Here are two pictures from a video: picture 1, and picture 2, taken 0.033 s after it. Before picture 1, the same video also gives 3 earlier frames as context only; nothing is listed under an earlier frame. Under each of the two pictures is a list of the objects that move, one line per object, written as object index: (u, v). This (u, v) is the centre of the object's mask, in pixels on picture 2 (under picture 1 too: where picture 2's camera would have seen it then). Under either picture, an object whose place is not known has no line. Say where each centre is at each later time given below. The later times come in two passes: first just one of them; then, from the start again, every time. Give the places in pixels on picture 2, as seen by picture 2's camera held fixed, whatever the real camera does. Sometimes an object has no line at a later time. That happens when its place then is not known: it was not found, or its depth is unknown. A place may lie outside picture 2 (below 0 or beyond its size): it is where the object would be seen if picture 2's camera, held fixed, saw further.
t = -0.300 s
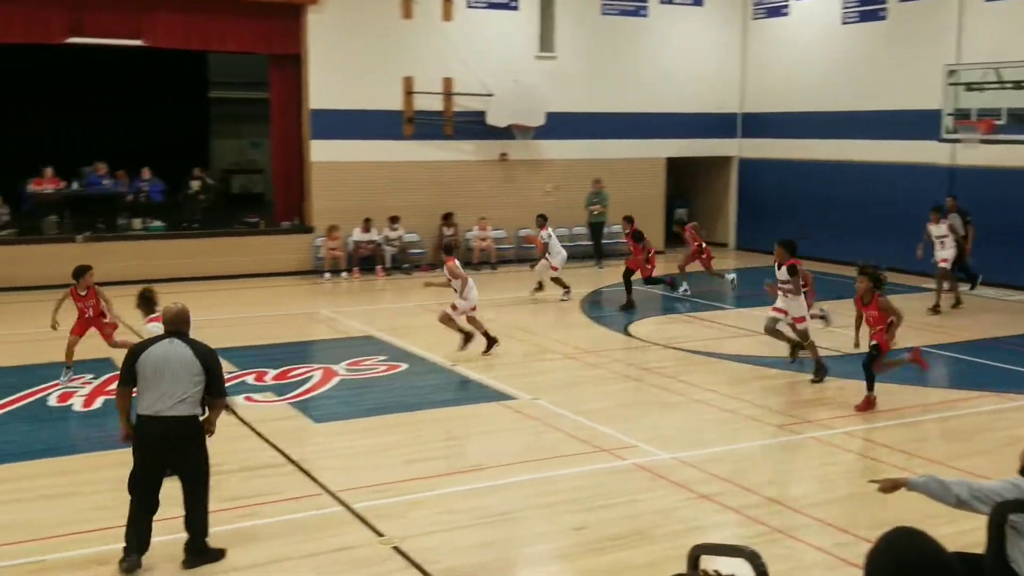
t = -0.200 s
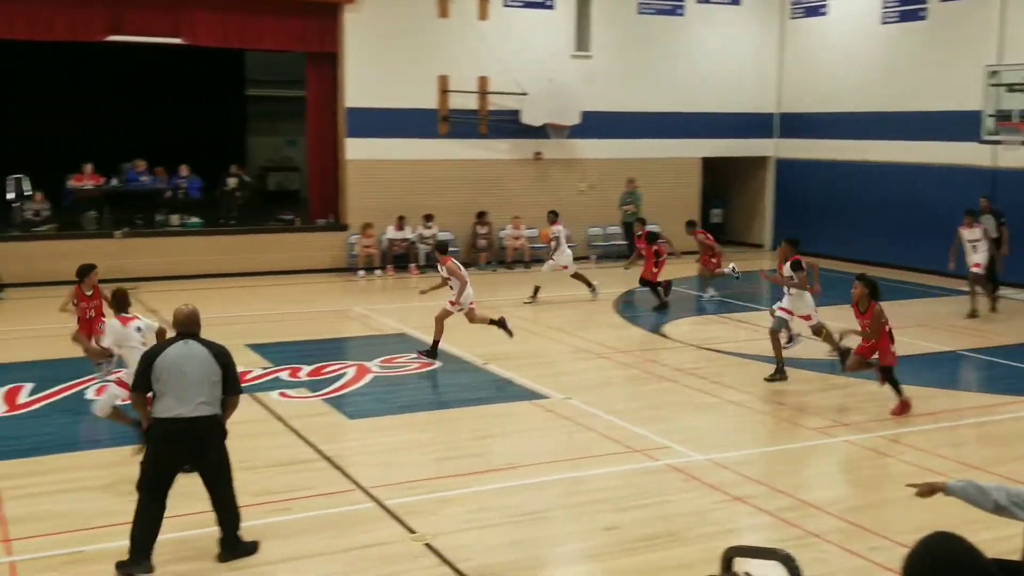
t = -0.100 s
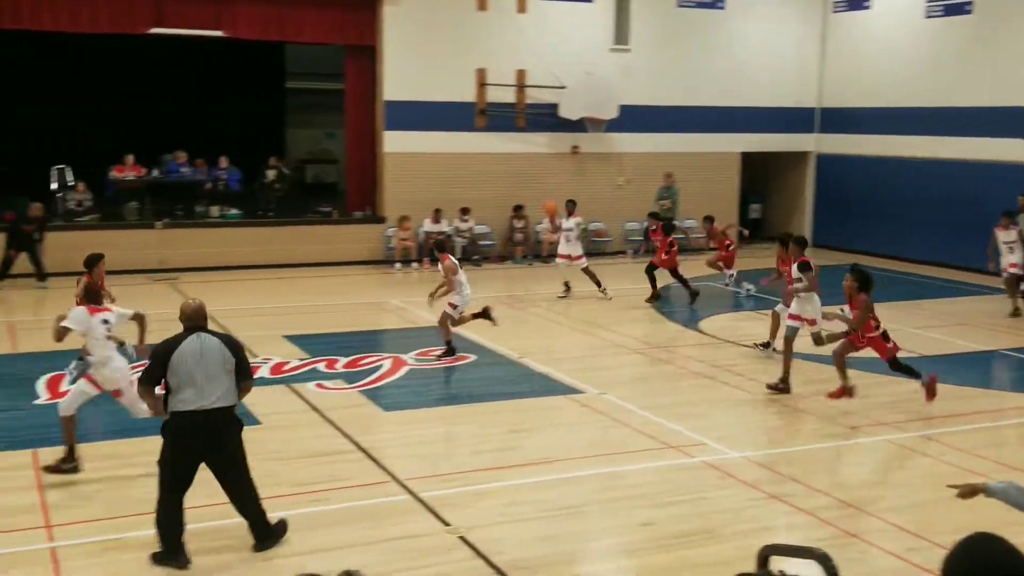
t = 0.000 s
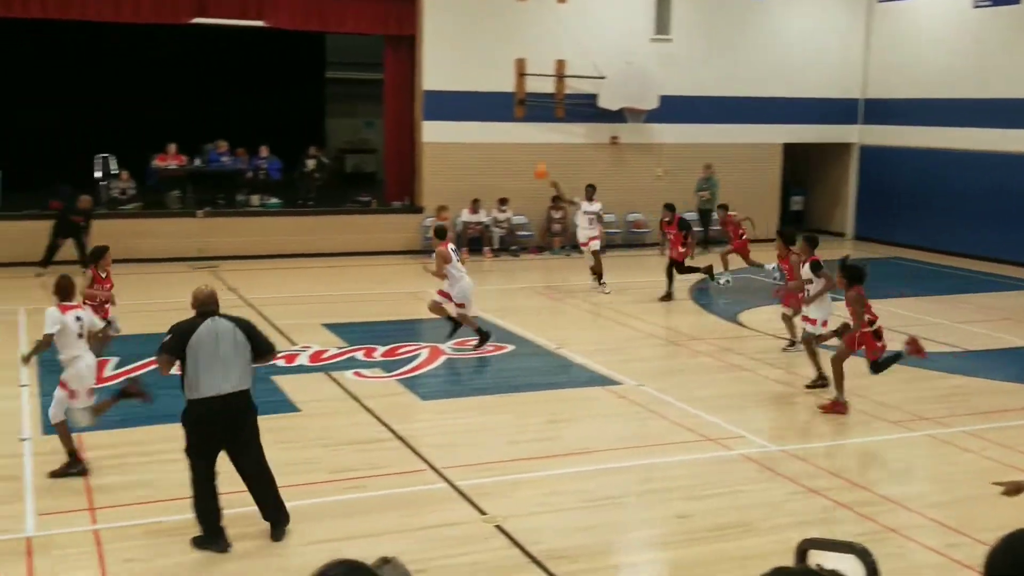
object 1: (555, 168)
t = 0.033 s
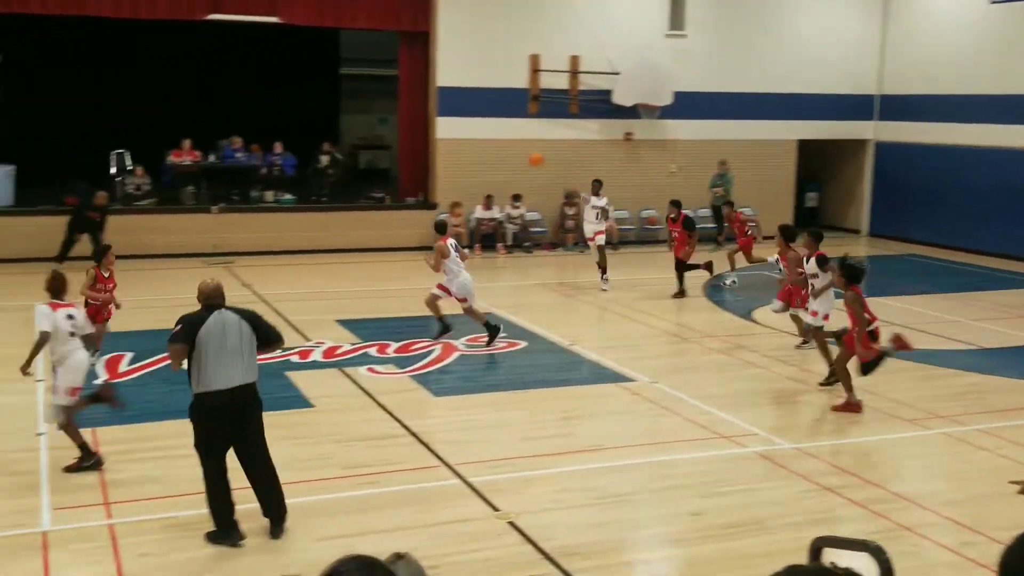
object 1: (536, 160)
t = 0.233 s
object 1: (405, 114)
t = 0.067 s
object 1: (515, 150)
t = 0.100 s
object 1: (495, 144)
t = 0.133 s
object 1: (474, 135)
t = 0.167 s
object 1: (452, 129)
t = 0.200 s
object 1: (429, 121)
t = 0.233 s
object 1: (405, 114)
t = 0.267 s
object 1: (381, 108)
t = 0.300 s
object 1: (355, 102)
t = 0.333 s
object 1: (328, 96)
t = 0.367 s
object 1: (299, 91)
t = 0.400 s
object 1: (270, 87)
